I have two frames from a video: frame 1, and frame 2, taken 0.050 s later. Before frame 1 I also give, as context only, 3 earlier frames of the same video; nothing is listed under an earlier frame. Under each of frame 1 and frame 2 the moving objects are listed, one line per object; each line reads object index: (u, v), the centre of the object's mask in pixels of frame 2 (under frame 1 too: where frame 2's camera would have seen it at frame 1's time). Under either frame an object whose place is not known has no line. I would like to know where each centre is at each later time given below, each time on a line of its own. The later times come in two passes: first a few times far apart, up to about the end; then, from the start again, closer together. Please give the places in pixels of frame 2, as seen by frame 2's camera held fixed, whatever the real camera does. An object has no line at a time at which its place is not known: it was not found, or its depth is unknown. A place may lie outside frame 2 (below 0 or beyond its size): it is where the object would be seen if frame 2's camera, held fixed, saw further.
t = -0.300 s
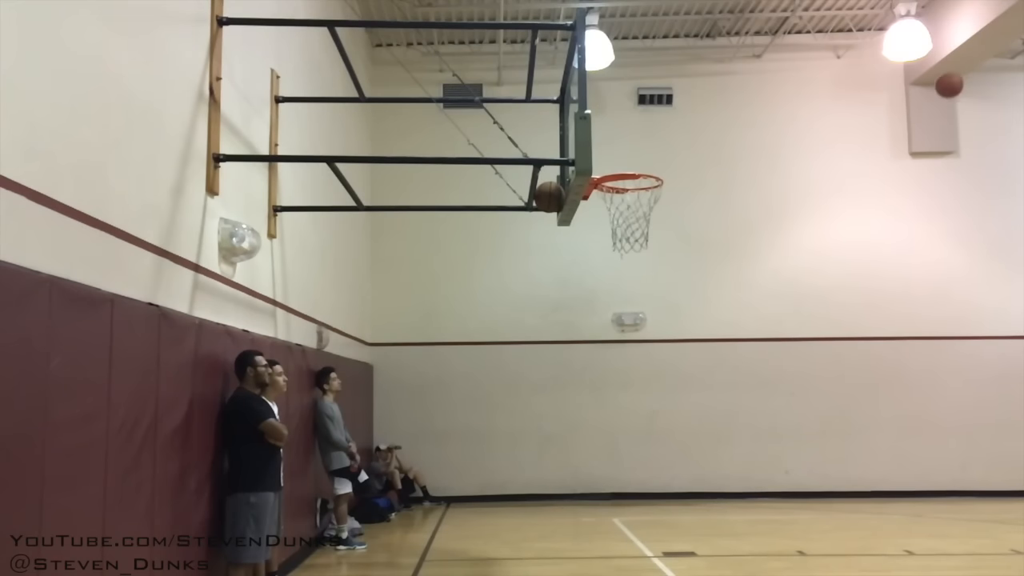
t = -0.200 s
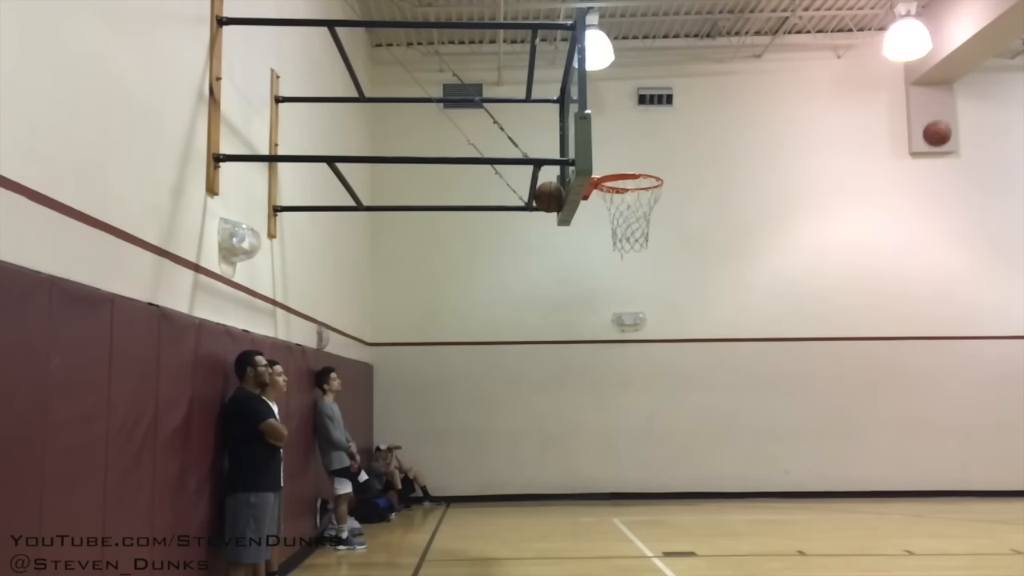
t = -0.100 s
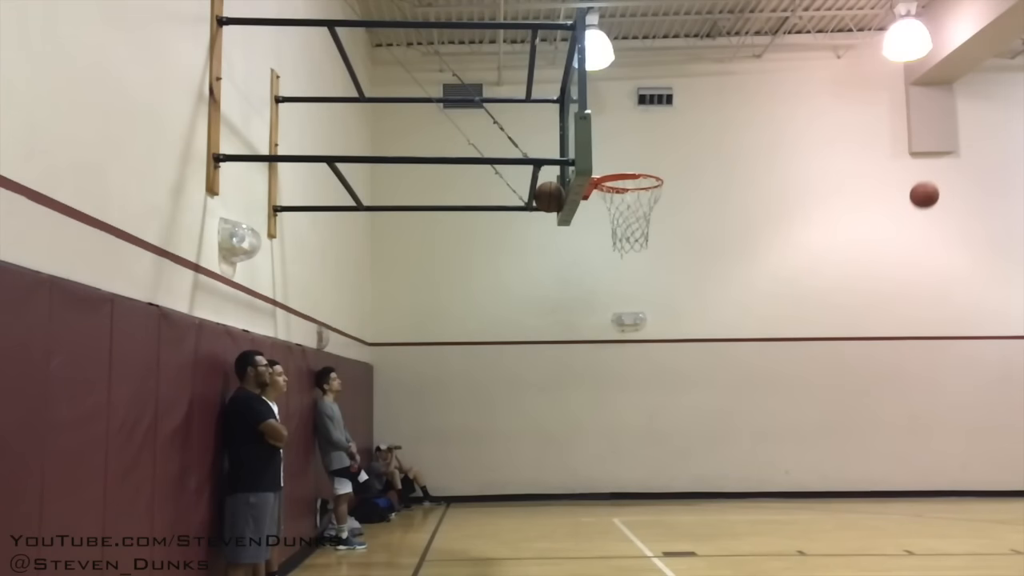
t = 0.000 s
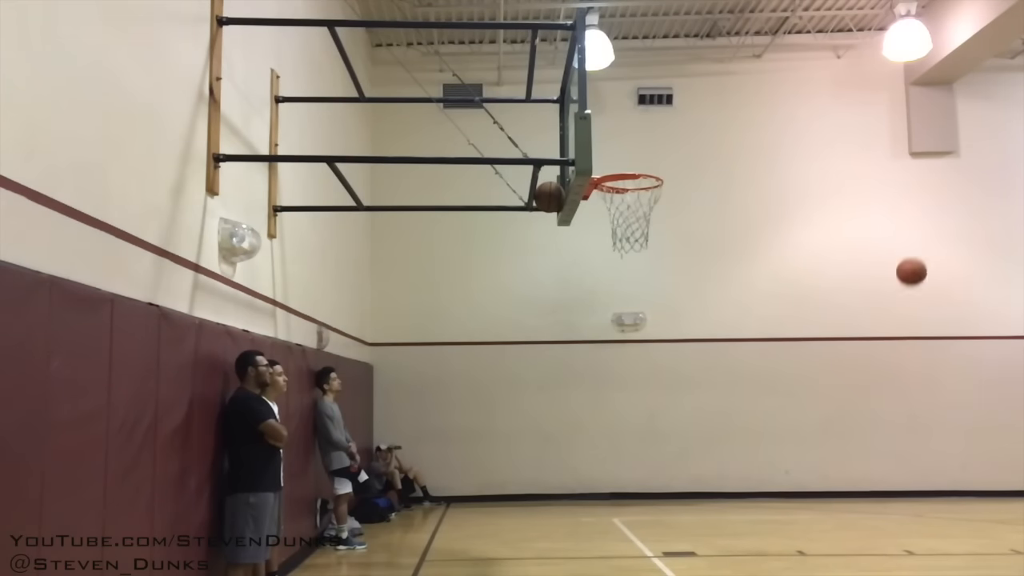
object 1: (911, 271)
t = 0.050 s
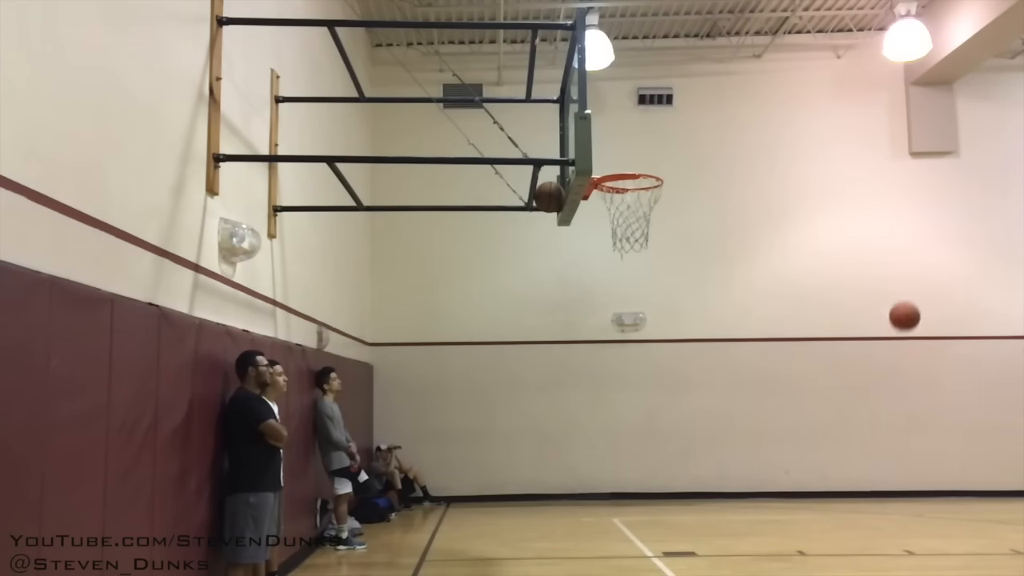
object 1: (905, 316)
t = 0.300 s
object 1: (871, 541)
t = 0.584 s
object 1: (840, 347)
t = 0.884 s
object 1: (815, 253)
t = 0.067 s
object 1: (902, 331)
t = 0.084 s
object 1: (900, 348)
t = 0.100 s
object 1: (898, 365)
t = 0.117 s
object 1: (895, 382)
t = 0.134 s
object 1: (893, 401)
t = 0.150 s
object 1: (891, 419)
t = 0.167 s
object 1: (889, 438)
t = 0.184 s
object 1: (886, 457)
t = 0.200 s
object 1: (884, 478)
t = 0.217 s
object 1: (881, 498)
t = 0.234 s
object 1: (879, 521)
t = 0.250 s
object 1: (877, 543)
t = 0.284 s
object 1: (872, 556)
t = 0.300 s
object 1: (871, 541)
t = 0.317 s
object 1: (869, 526)
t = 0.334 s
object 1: (867, 513)
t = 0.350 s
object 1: (865, 498)
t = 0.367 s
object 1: (863, 485)
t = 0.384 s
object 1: (861, 472)
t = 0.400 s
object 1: (859, 460)
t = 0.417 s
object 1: (857, 448)
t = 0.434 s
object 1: (855, 436)
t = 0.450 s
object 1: (854, 424)
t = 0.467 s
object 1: (852, 413)
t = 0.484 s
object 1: (850, 403)
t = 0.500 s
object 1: (848, 392)
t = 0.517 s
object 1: (847, 383)
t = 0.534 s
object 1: (845, 373)
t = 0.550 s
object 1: (843, 364)
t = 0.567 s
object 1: (842, 355)
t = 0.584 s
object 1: (840, 347)
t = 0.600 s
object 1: (839, 339)
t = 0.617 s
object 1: (837, 331)
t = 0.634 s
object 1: (836, 323)
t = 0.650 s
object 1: (834, 316)
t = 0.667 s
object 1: (833, 309)
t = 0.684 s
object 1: (831, 303)
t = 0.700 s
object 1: (830, 297)
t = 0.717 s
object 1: (829, 291)
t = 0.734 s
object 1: (827, 286)
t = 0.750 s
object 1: (826, 281)
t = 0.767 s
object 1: (824, 276)
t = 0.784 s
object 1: (823, 272)
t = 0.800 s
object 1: (822, 268)
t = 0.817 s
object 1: (820, 264)
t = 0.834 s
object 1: (819, 261)
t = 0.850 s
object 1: (818, 258)
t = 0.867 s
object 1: (816, 255)
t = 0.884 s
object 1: (815, 253)
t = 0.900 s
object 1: (814, 251)
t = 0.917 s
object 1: (813, 249)
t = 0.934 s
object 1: (812, 248)
